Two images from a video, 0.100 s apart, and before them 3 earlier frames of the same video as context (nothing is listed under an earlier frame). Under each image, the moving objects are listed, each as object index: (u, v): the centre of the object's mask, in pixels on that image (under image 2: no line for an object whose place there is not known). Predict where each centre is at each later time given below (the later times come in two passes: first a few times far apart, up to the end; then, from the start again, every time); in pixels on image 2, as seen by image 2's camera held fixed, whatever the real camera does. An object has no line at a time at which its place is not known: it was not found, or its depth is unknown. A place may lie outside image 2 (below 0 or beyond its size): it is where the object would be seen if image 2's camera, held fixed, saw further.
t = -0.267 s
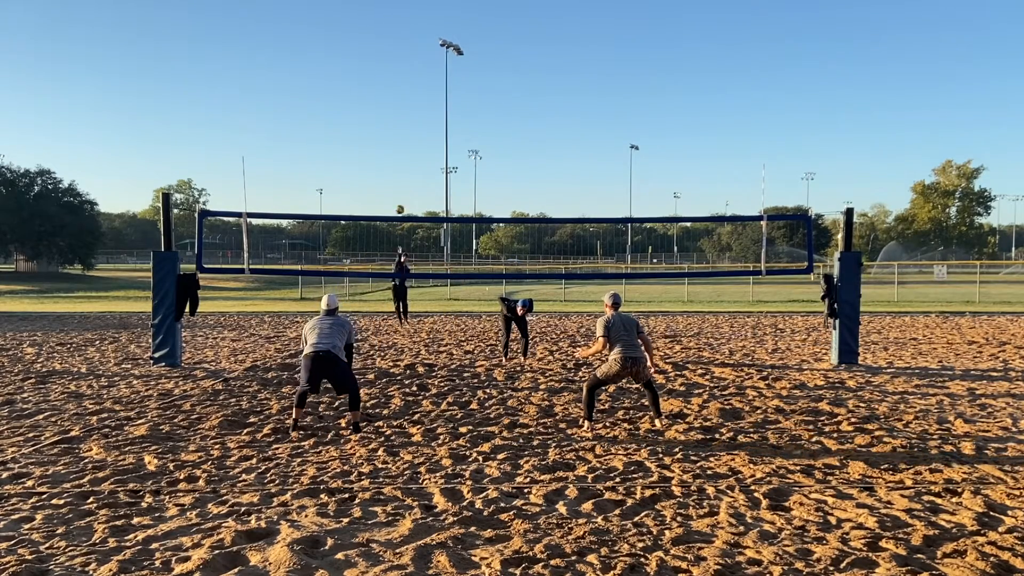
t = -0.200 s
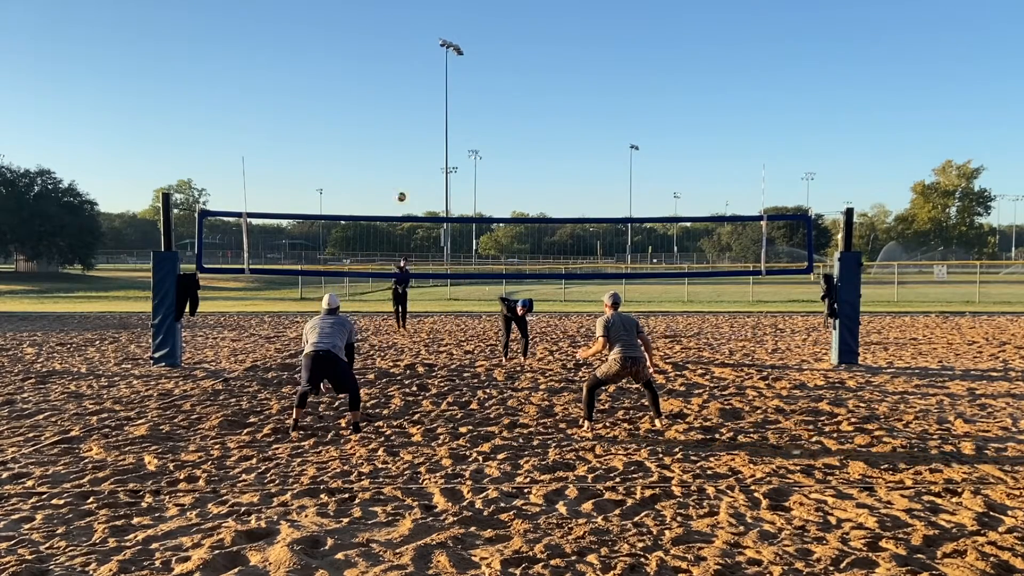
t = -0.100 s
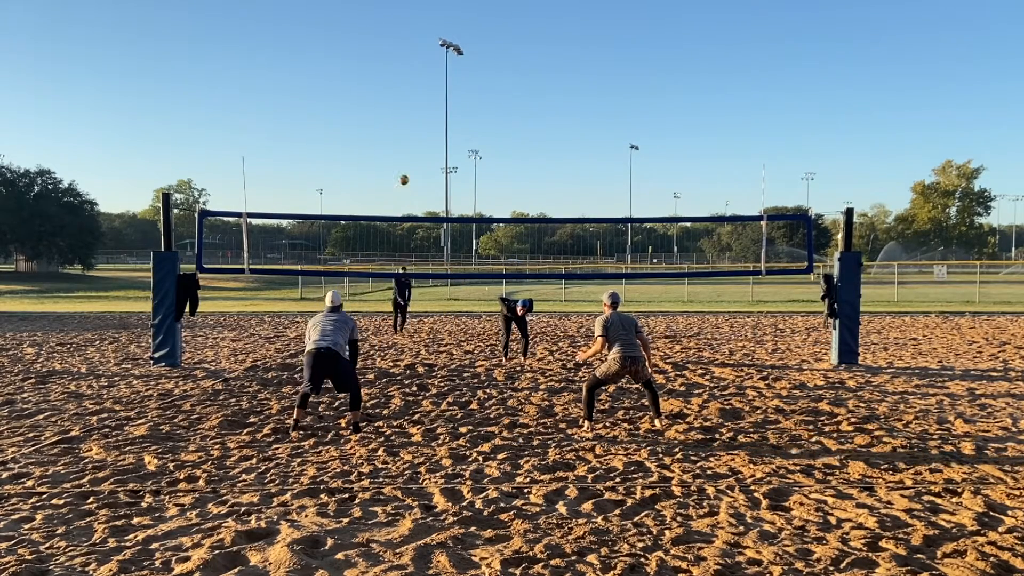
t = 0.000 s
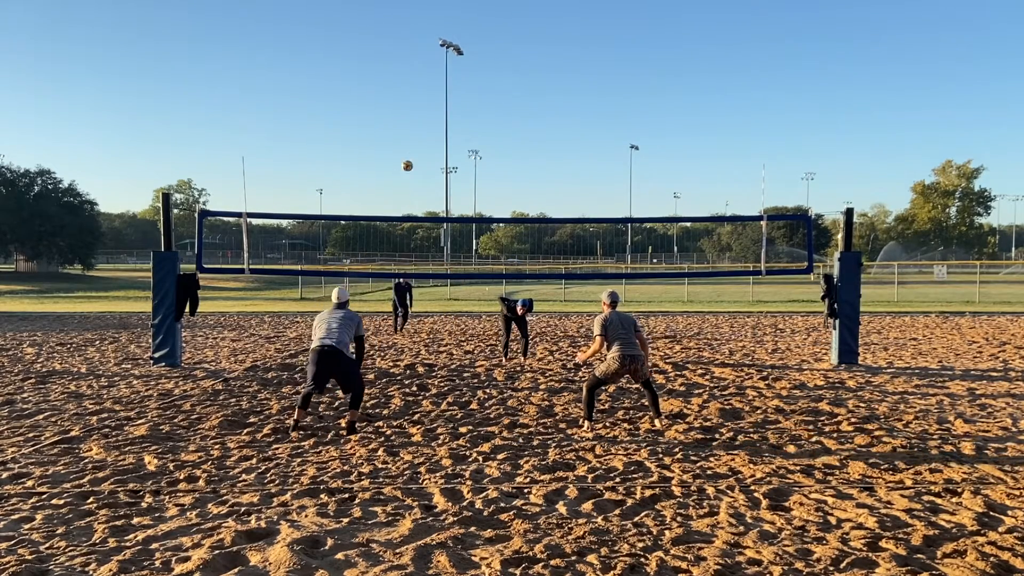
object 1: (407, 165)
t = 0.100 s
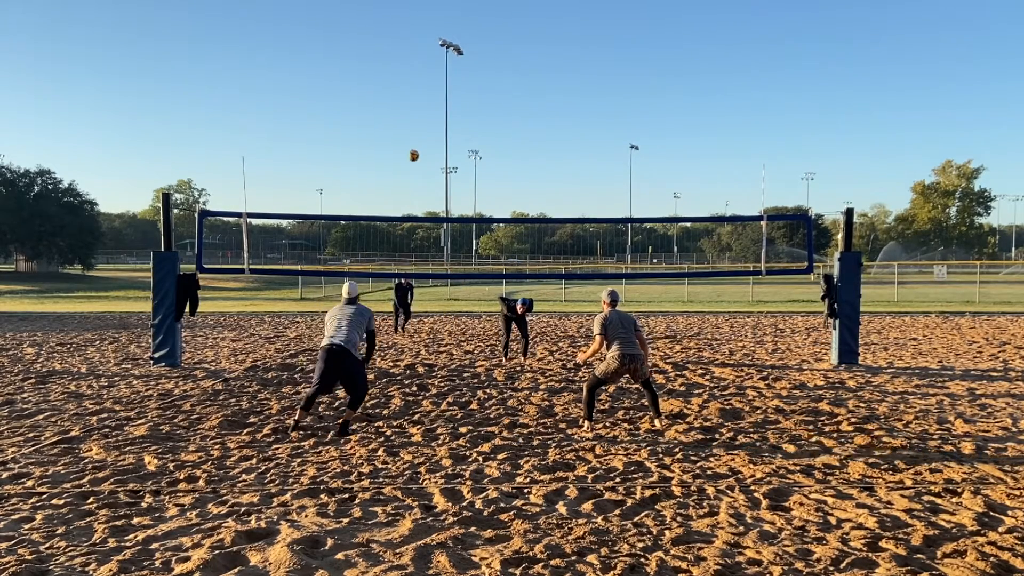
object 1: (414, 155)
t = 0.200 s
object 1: (420, 148)
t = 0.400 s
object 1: (440, 147)
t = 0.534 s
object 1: (454, 162)
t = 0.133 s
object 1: (416, 153)
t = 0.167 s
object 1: (418, 150)
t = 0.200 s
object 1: (420, 148)
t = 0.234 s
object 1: (424, 147)
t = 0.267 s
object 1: (427, 146)
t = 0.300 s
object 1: (430, 145)
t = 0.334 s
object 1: (434, 145)
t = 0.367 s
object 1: (437, 146)
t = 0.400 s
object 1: (440, 147)
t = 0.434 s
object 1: (444, 150)
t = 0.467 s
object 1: (447, 153)
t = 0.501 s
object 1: (451, 157)
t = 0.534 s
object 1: (454, 162)
